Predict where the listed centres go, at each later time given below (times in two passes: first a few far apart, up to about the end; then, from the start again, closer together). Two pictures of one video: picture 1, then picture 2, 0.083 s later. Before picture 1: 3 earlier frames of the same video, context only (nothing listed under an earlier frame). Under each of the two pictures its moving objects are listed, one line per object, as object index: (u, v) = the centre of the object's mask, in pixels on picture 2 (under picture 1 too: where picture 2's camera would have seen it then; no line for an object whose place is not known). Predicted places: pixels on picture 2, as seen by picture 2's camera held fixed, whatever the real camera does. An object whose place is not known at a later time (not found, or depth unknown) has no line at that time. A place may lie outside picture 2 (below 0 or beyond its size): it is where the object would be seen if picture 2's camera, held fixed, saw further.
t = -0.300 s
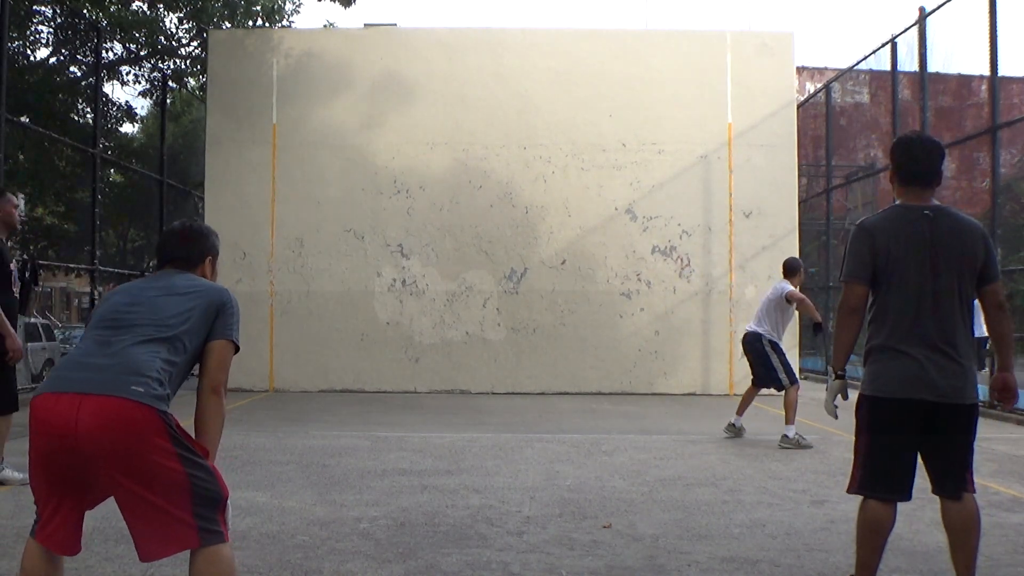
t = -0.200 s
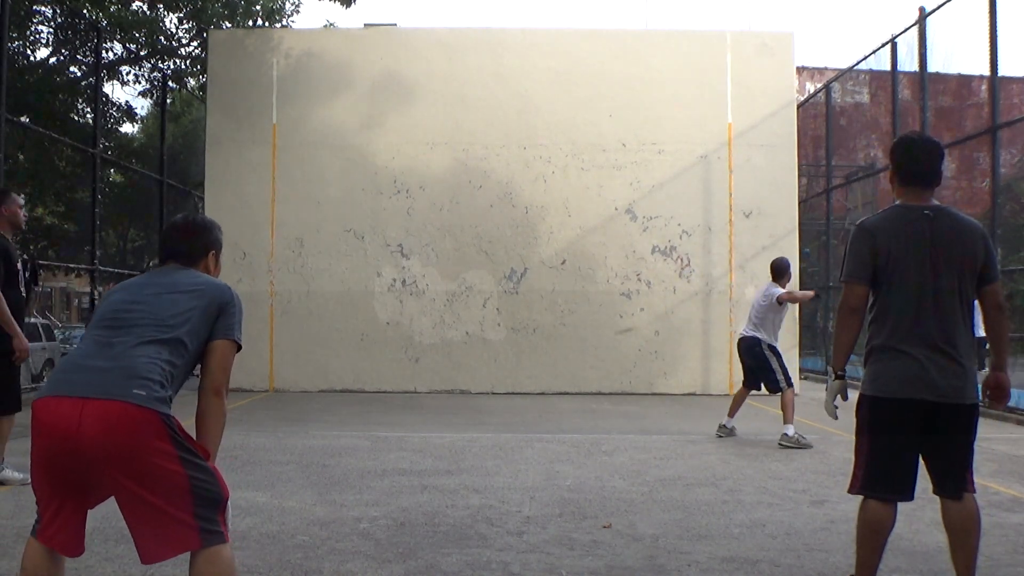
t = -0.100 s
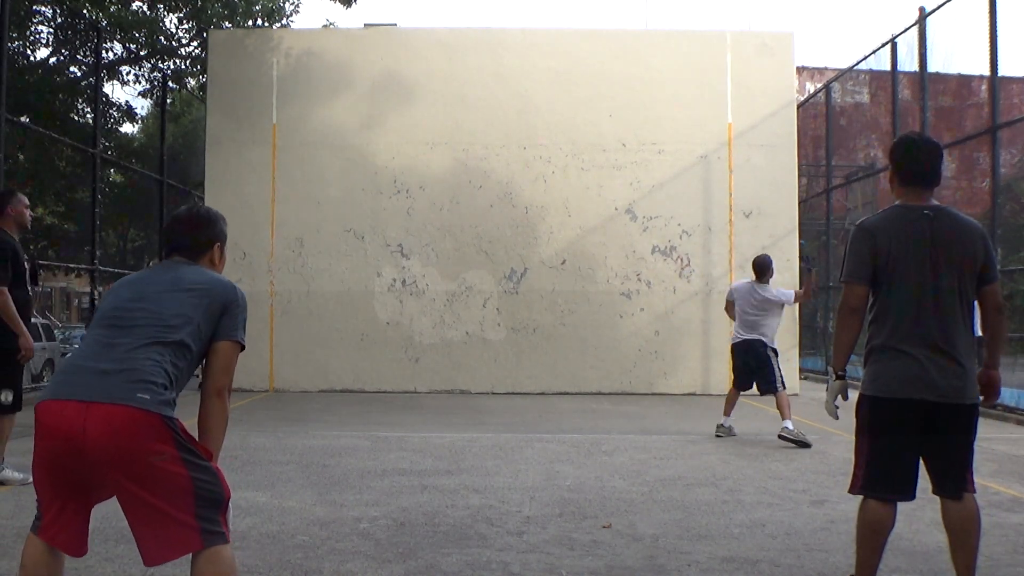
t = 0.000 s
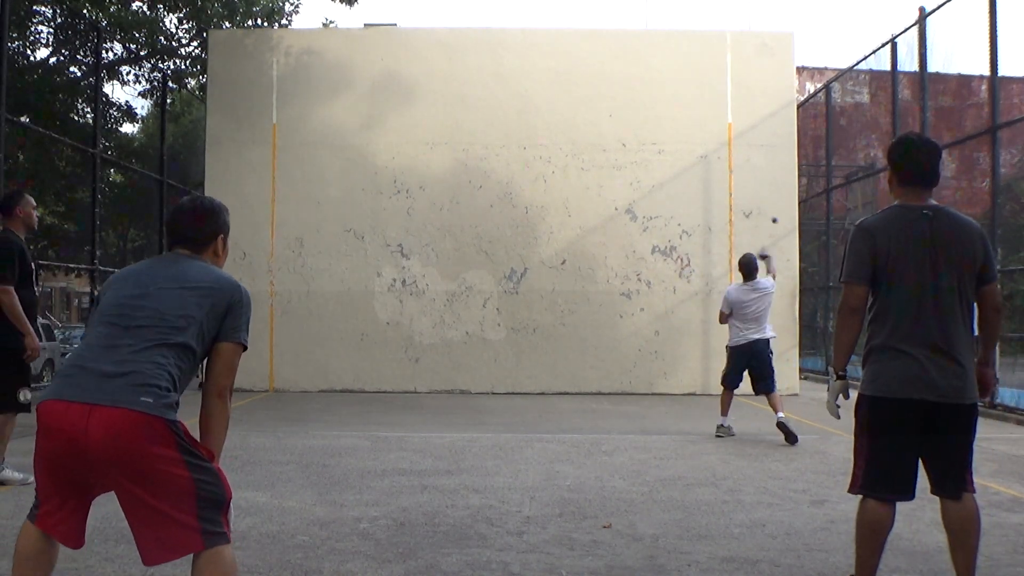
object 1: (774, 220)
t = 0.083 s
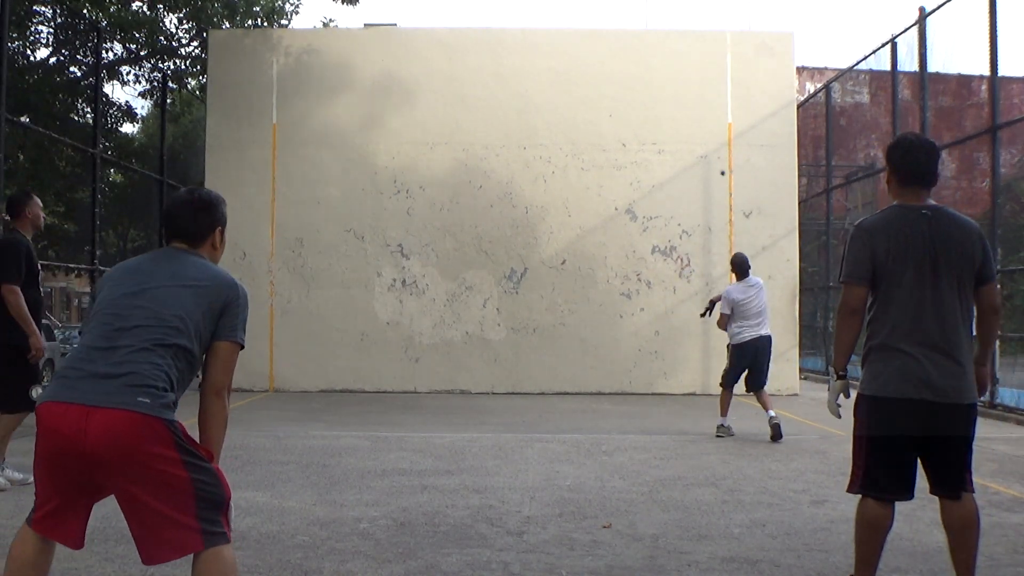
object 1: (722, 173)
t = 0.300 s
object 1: (627, 108)
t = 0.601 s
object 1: (583, 56)
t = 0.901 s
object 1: (533, 61)
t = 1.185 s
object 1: (448, 183)
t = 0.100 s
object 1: (713, 165)
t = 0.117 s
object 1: (704, 158)
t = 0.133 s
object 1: (696, 151)
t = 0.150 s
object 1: (688, 145)
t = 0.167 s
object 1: (680, 139)
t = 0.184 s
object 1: (672, 134)
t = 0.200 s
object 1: (665, 129)
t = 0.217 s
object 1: (658, 125)
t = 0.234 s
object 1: (651, 121)
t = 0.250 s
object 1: (645, 117)
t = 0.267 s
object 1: (639, 114)
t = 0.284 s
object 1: (633, 110)
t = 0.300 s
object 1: (627, 108)
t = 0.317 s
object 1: (621, 105)
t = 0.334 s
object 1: (615, 103)
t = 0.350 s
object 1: (610, 100)
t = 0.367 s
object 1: (604, 100)
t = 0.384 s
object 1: (604, 95)
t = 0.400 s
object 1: (603, 91)
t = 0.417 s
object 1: (601, 87)
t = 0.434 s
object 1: (600, 83)
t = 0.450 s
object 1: (599, 80)
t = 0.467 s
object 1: (597, 76)
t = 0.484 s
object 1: (595, 74)
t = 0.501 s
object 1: (594, 70)
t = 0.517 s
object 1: (592, 67)
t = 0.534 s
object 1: (590, 65)
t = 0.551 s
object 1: (588, 62)
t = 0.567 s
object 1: (586, 60)
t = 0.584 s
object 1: (585, 58)
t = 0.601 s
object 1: (583, 56)
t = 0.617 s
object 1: (580, 54)
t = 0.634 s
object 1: (578, 52)
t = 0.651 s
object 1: (576, 51)
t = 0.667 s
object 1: (574, 50)
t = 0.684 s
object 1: (571, 49)
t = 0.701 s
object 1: (569, 48)
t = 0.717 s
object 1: (566, 48)
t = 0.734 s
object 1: (564, 47)
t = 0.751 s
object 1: (561, 48)
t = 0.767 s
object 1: (558, 48)
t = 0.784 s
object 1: (555, 48)
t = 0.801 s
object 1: (553, 49)
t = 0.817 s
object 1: (550, 50)
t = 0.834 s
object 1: (546, 51)
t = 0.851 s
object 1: (543, 53)
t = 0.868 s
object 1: (540, 55)
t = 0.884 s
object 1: (536, 58)
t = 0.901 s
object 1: (533, 61)
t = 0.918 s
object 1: (529, 64)
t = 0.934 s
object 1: (525, 67)
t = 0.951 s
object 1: (522, 71)
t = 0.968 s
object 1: (517, 75)
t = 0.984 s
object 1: (513, 80)
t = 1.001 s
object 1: (508, 86)
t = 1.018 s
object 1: (504, 91)
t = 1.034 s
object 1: (499, 98)
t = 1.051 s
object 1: (494, 105)
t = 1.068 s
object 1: (489, 112)
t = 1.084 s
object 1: (484, 120)
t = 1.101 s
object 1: (479, 129)
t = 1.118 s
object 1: (473, 138)
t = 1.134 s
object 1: (467, 149)
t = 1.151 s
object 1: (461, 159)
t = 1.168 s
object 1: (454, 171)
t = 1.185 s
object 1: (448, 183)
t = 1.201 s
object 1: (441, 197)
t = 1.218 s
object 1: (434, 211)
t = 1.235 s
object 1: (426, 226)
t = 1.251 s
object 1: (419, 243)
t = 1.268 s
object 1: (410, 260)
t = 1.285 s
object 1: (402, 279)
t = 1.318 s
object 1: (384, 320)
